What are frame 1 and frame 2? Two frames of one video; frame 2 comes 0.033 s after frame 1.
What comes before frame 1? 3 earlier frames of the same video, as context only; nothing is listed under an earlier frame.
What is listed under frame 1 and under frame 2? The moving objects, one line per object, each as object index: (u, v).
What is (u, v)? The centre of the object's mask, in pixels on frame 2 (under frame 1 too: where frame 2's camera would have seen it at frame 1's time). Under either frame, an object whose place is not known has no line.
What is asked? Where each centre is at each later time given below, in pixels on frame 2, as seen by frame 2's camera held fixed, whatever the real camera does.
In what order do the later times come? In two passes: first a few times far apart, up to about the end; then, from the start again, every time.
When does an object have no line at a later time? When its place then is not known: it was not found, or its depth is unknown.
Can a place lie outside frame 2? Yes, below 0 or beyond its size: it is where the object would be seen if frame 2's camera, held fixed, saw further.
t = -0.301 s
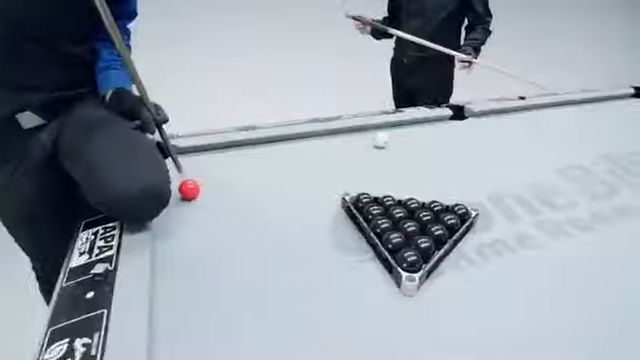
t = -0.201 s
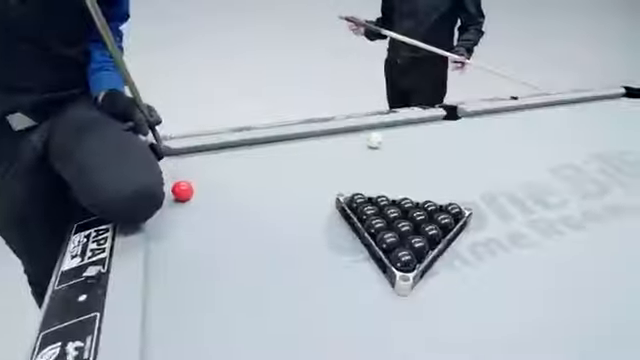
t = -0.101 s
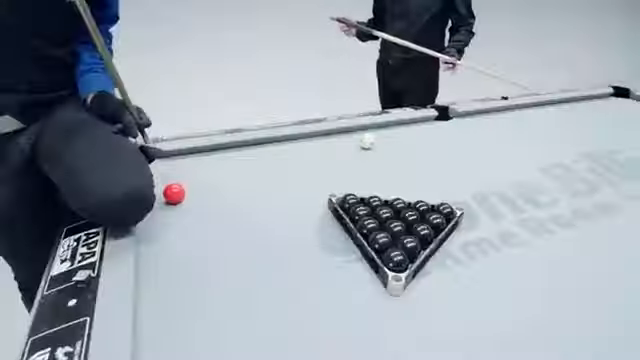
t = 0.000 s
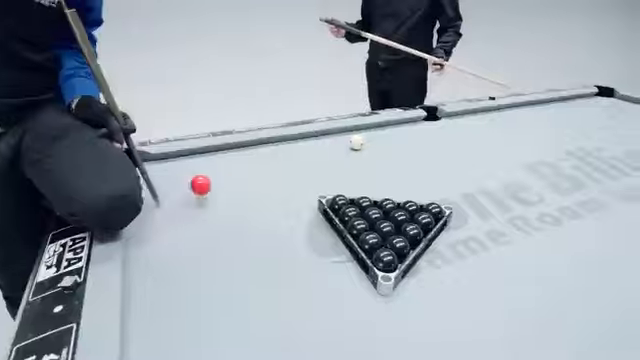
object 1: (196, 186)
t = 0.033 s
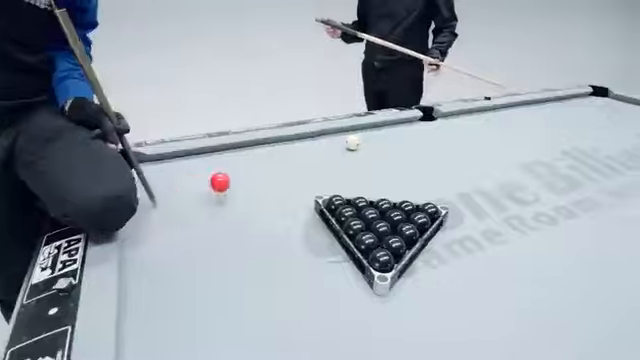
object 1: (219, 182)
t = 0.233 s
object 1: (343, 179)
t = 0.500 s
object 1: (461, 168)
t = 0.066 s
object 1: (243, 182)
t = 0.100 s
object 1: (265, 185)
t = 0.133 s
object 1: (286, 184)
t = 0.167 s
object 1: (306, 181)
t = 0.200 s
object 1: (325, 179)
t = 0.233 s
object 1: (343, 179)
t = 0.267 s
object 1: (360, 177)
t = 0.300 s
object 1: (377, 176)
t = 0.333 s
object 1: (393, 175)
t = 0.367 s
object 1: (408, 173)
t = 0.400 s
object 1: (423, 172)
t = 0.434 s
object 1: (436, 170)
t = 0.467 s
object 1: (449, 169)
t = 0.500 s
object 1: (461, 168)
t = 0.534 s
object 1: (473, 167)
